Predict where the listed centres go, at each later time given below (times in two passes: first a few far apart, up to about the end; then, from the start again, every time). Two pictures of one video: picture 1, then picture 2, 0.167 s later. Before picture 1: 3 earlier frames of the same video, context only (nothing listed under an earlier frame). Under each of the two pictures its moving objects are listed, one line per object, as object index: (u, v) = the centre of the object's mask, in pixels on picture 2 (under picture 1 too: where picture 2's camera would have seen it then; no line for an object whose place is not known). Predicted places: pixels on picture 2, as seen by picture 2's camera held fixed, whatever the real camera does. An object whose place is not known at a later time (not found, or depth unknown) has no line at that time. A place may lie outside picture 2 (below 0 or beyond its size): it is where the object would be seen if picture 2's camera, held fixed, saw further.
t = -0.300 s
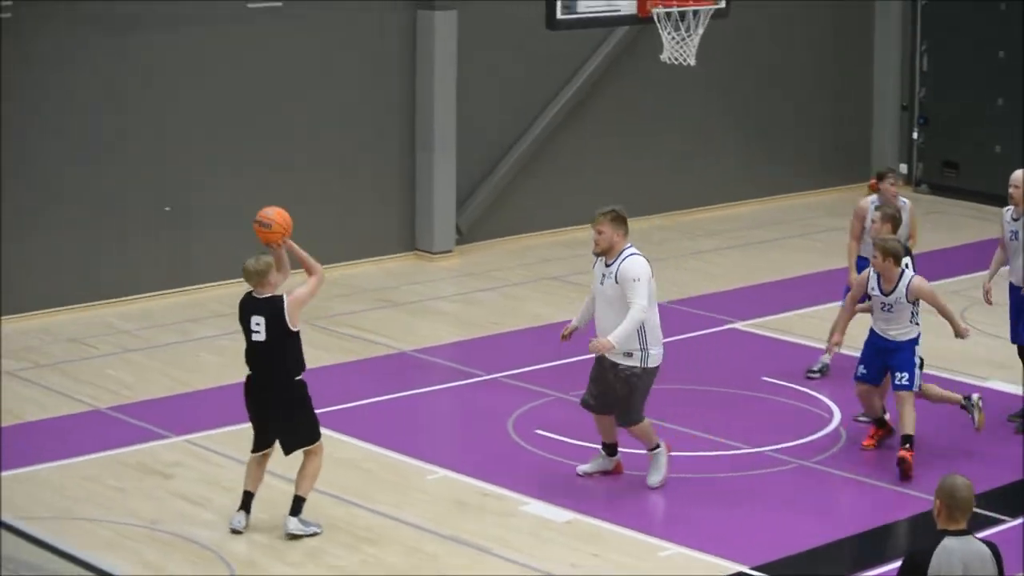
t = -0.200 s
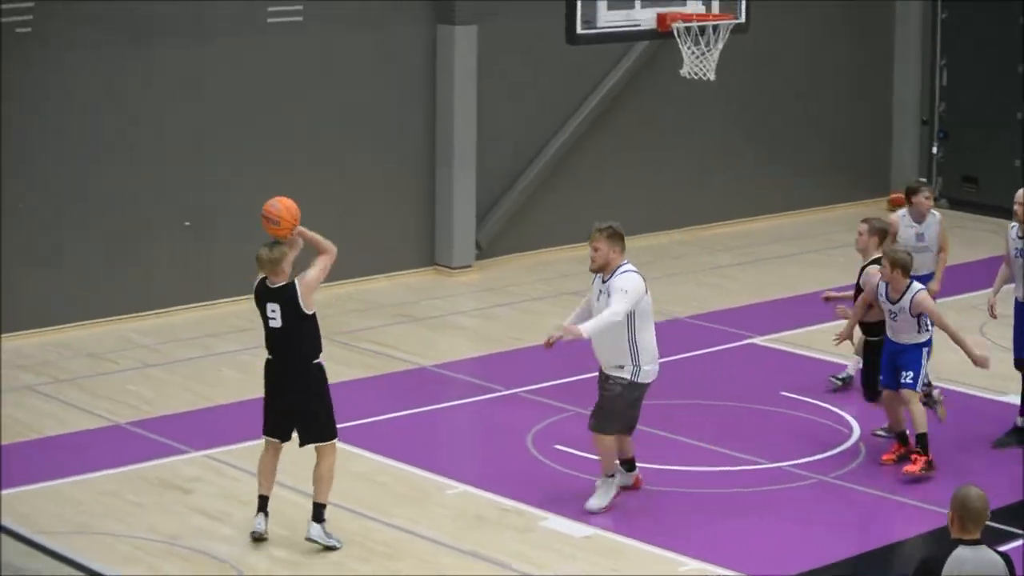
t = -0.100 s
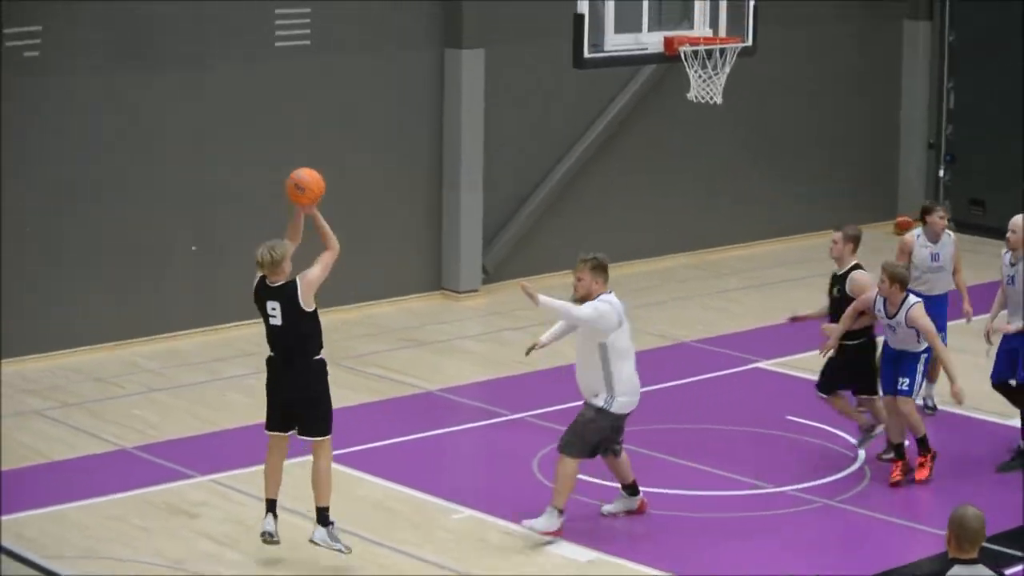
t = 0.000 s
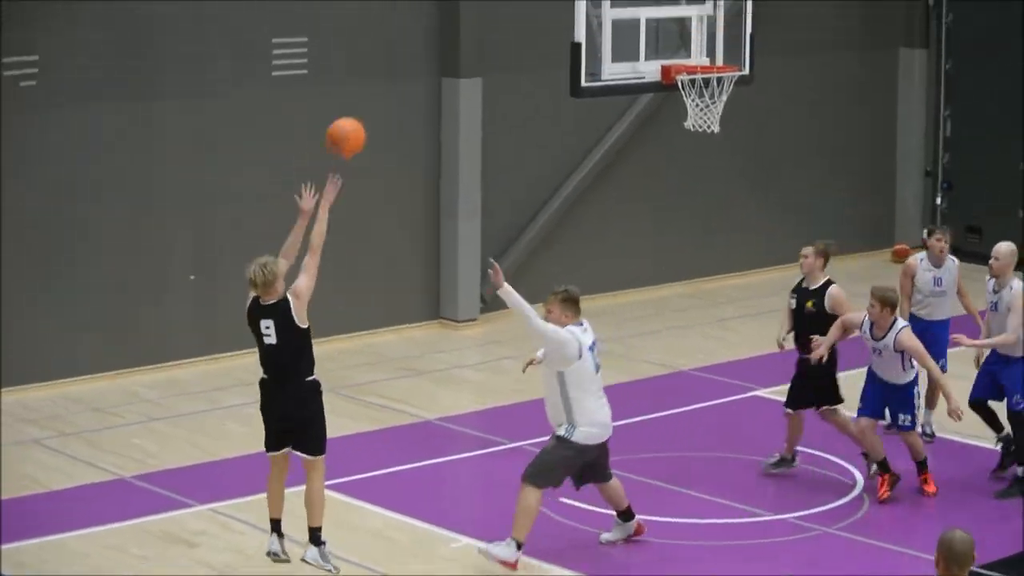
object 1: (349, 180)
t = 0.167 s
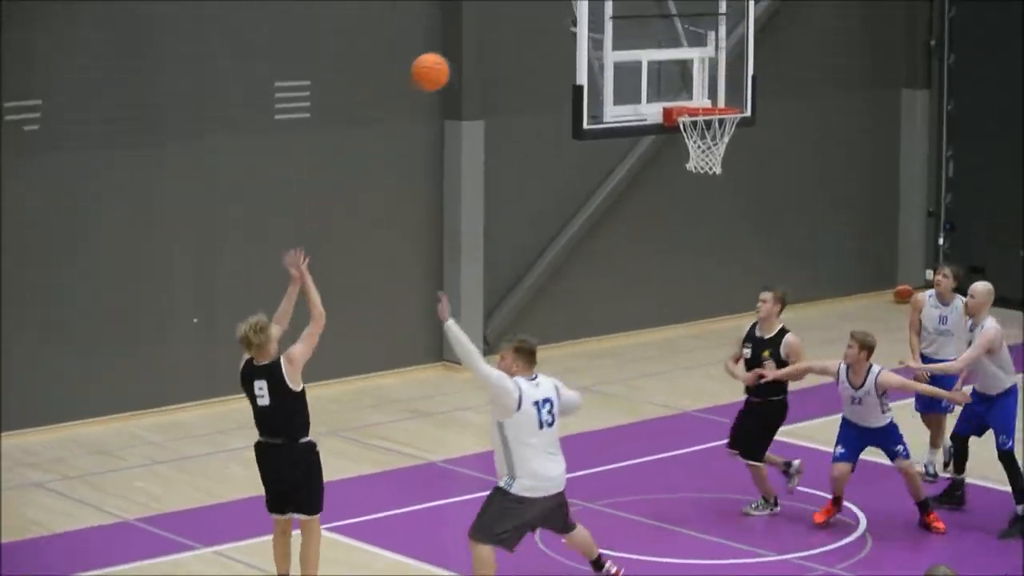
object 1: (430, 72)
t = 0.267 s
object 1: (477, 31)
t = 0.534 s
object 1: (589, -4)
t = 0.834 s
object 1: (701, 74)
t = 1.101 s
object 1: (756, 19)
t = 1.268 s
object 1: (785, 5)
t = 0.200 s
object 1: (446, 56)
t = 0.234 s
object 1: (462, 42)
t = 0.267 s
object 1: (477, 31)
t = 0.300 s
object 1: (492, 20)
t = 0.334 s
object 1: (507, 11)
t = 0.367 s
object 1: (521, 4)
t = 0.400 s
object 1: (535, 0)
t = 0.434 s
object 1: (549, -3)
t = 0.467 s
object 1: (563, -5)
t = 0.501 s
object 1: (576, -5)
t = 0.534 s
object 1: (589, -4)
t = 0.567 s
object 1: (604, -1)
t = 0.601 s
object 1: (617, 4)
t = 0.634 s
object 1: (629, 10)
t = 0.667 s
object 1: (641, 17)
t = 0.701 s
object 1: (654, 26)
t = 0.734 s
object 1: (666, 35)
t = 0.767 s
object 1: (677, 46)
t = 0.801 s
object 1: (689, 60)
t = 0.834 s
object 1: (701, 74)
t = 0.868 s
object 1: (712, 89)
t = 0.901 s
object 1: (719, 84)
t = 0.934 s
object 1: (725, 70)
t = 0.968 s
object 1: (731, 57)
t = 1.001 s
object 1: (737, 45)
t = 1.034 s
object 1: (744, 35)
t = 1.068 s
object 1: (750, 26)
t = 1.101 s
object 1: (756, 19)
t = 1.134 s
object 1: (762, 14)
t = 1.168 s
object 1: (768, 10)
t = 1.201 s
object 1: (773, 7)
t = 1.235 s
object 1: (780, 5)
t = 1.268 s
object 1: (785, 5)
